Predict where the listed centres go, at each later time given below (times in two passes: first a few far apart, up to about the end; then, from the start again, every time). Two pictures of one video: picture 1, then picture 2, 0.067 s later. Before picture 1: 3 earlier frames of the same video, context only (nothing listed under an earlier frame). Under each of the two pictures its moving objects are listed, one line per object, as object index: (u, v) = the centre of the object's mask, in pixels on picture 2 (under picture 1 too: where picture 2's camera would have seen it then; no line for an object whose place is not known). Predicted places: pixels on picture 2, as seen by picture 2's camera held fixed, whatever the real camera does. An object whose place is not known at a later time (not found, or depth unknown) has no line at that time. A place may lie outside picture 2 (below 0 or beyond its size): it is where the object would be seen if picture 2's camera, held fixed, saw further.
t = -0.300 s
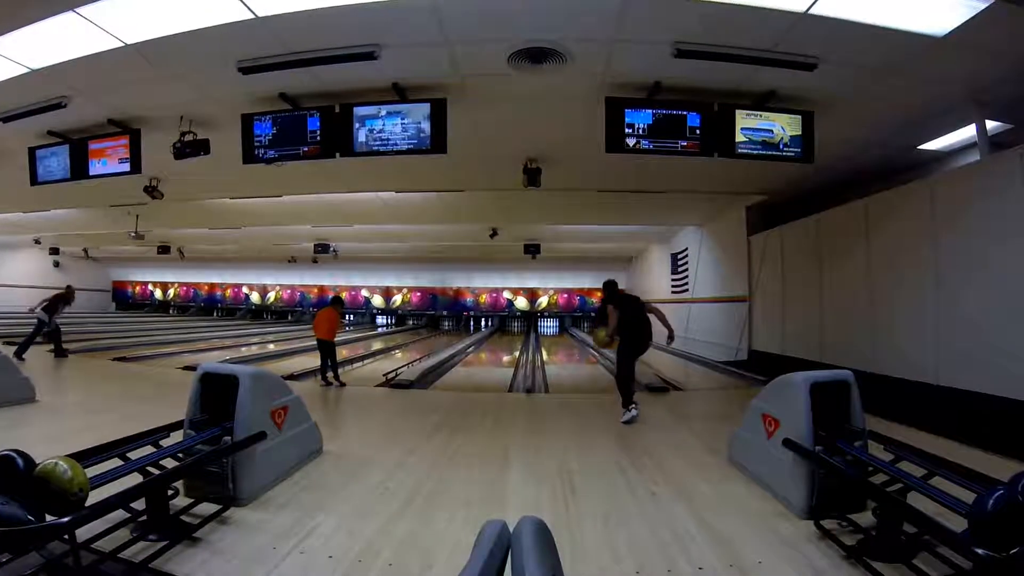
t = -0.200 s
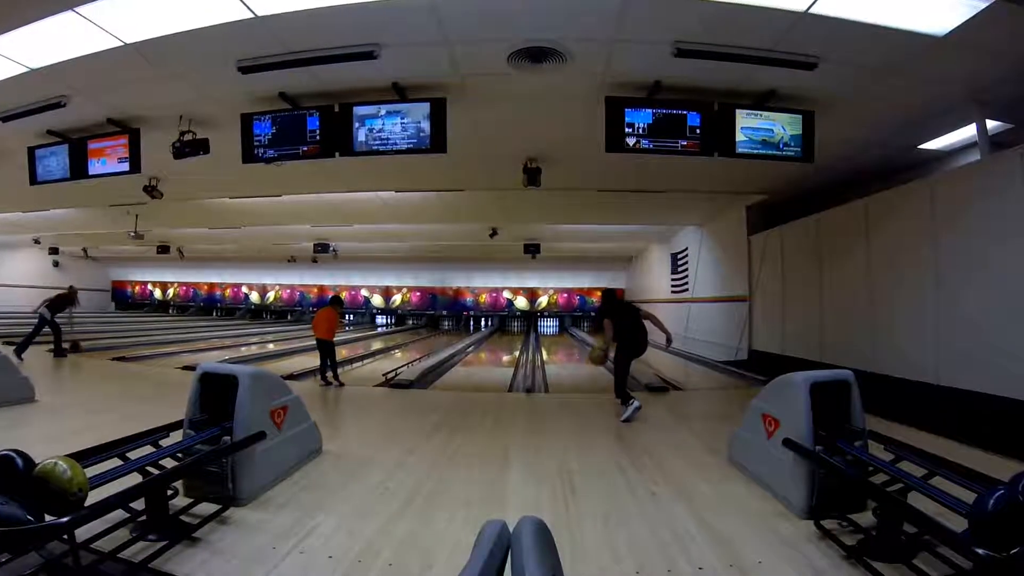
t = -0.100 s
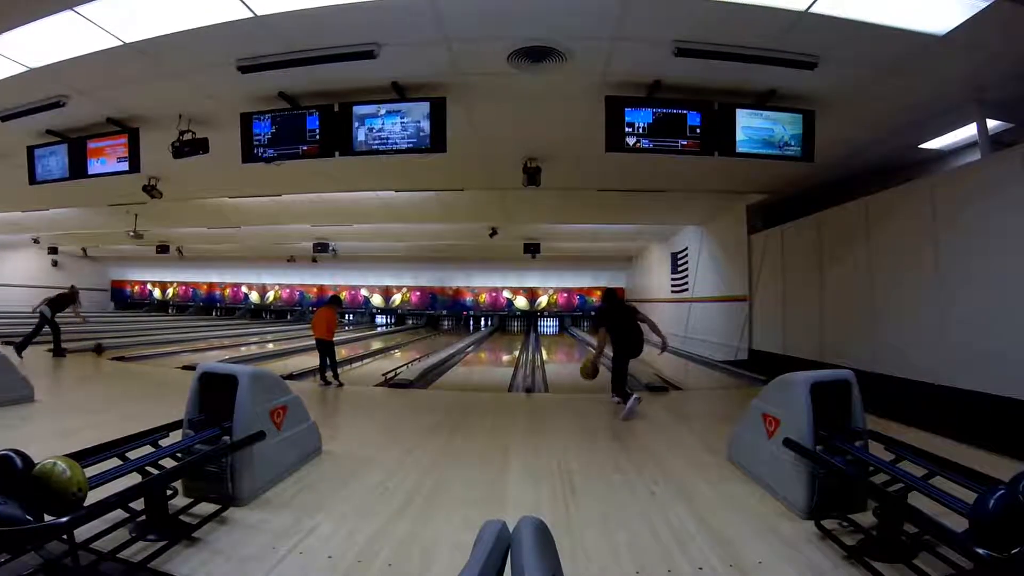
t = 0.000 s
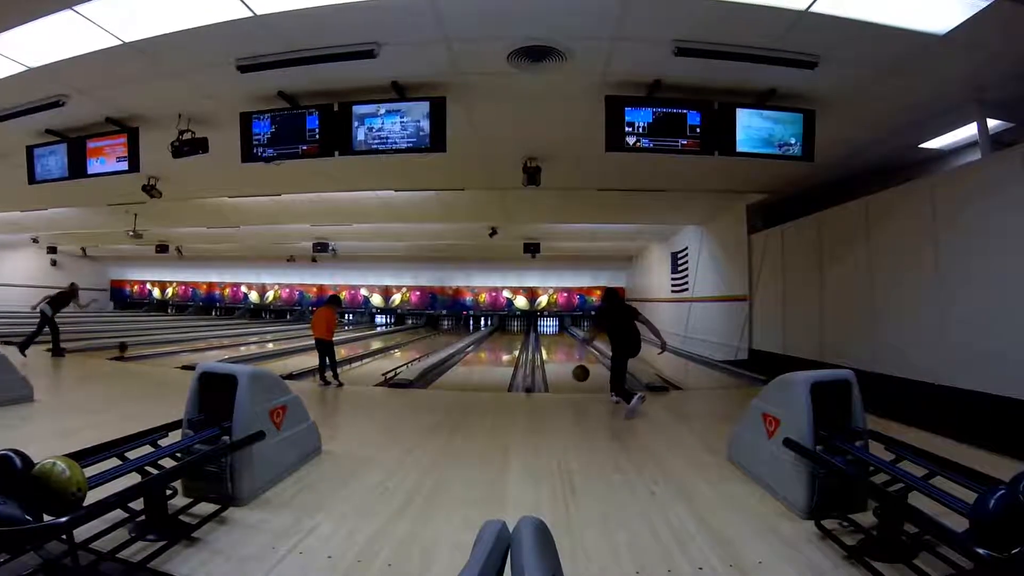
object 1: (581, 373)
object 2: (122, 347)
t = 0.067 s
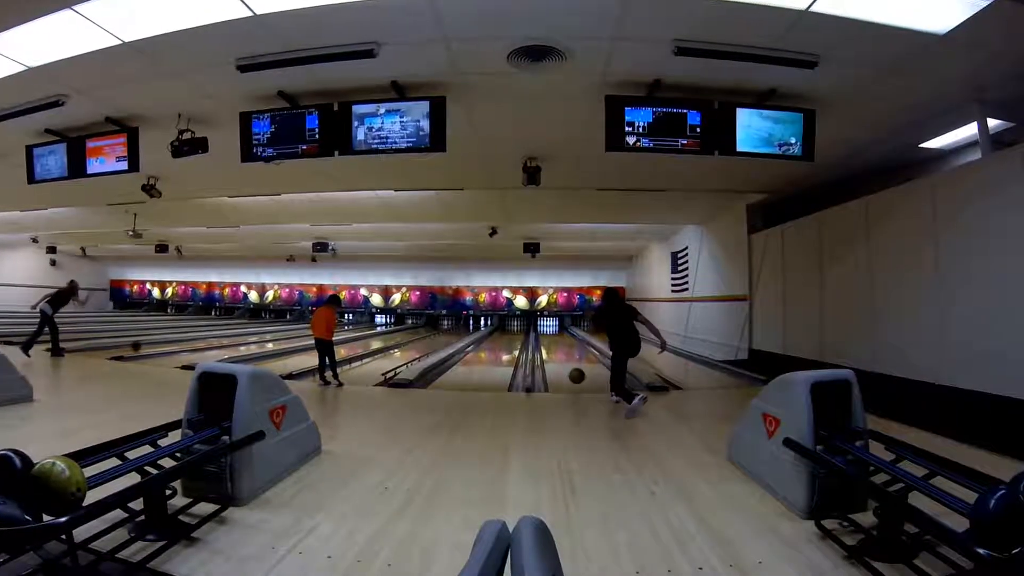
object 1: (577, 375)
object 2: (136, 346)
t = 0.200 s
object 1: (570, 371)
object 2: (161, 343)
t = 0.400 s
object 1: (563, 360)
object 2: (194, 340)
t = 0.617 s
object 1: (558, 352)
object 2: (224, 338)
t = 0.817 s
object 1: (555, 347)
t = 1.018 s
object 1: (553, 344)
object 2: (267, 333)
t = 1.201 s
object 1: (552, 342)
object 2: (282, 332)
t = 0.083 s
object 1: (576, 377)
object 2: (139, 345)
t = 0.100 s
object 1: (575, 377)
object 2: (142, 345)
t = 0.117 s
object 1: (574, 376)
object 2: (145, 345)
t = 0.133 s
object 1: (573, 374)
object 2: (149, 345)
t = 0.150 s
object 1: (572, 373)
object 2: (152, 344)
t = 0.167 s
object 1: (571, 372)
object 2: (155, 344)
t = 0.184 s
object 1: (571, 371)
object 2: (158, 344)
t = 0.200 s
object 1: (570, 371)
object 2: (161, 343)
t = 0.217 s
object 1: (569, 370)
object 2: (164, 343)
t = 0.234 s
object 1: (569, 369)
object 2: (167, 343)
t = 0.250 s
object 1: (568, 368)
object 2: (170, 343)
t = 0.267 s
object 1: (567, 367)
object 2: (173, 342)
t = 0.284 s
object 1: (567, 366)
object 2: (176, 342)
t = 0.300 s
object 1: (566, 365)
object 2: (178, 342)
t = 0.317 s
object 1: (566, 364)
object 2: (181, 342)
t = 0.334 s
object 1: (565, 363)
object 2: (184, 341)
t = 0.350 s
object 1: (564, 362)
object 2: (186, 341)
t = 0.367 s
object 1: (564, 362)
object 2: (189, 341)
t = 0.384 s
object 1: (564, 361)
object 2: (192, 341)
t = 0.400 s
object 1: (563, 360)
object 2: (194, 340)
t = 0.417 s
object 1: (563, 359)
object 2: (196, 340)
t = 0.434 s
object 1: (562, 359)
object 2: (199, 340)
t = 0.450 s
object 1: (562, 358)
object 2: (201, 340)
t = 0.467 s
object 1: (561, 357)
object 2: (203, 339)
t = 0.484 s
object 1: (561, 356)
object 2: (206, 339)
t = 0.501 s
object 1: (560, 356)
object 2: (208, 339)
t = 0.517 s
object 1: (560, 355)
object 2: (210, 339)
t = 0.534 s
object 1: (560, 354)
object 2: (213, 338)
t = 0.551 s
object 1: (559, 354)
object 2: (215, 338)
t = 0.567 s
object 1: (559, 353)
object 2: (217, 338)
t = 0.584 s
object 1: (559, 353)
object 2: (219, 338)
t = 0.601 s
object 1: (558, 352)
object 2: (221, 338)
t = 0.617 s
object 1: (558, 352)
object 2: (224, 338)
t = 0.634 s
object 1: (558, 351)
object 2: (226, 337)
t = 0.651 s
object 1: (558, 351)
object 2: (228, 337)
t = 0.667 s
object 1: (557, 350)
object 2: (230, 337)
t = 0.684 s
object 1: (557, 350)
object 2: (232, 337)
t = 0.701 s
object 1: (557, 350)
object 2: (234, 337)
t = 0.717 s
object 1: (557, 349)
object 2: (236, 336)
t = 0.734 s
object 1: (557, 349)
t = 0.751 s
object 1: (557, 348)
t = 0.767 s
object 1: (556, 348)
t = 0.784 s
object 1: (556, 348)
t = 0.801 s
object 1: (555, 348)
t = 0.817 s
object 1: (555, 347)
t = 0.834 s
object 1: (555, 346)
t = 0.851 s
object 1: (555, 346)
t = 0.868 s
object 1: (555, 346)
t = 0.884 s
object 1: (555, 346)
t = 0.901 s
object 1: (554, 346)
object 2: (256, 335)
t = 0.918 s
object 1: (554, 345)
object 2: (258, 334)
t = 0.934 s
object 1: (554, 345)
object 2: (259, 334)
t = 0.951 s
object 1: (554, 345)
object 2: (260, 334)
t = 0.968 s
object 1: (554, 345)
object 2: (262, 334)
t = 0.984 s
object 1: (554, 345)
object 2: (264, 334)
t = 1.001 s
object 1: (554, 345)
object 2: (265, 333)
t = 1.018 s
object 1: (553, 344)
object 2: (267, 333)
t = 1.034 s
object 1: (553, 344)
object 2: (268, 333)
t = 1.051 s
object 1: (553, 343)
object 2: (270, 333)
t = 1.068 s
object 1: (553, 343)
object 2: (271, 333)
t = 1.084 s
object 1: (553, 344)
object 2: (273, 333)
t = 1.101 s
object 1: (553, 343)
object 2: (274, 332)
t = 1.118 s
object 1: (552, 343)
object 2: (276, 332)
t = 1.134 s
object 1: (552, 343)
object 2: (278, 332)
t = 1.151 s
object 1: (552, 342)
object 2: (279, 332)
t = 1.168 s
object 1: (552, 342)
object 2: (280, 332)
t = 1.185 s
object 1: (552, 342)
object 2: (281, 332)
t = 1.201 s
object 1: (552, 342)
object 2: (282, 332)
